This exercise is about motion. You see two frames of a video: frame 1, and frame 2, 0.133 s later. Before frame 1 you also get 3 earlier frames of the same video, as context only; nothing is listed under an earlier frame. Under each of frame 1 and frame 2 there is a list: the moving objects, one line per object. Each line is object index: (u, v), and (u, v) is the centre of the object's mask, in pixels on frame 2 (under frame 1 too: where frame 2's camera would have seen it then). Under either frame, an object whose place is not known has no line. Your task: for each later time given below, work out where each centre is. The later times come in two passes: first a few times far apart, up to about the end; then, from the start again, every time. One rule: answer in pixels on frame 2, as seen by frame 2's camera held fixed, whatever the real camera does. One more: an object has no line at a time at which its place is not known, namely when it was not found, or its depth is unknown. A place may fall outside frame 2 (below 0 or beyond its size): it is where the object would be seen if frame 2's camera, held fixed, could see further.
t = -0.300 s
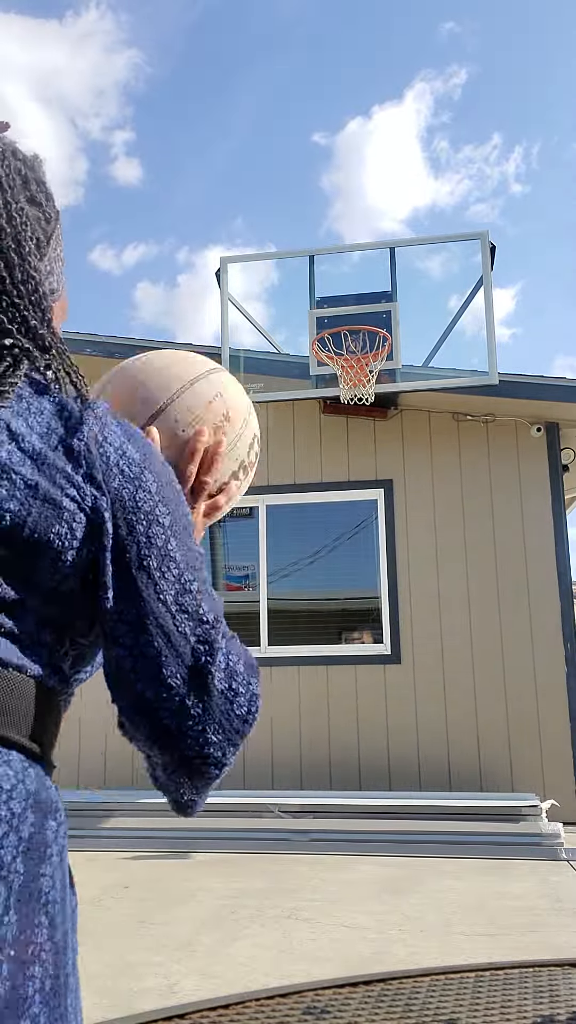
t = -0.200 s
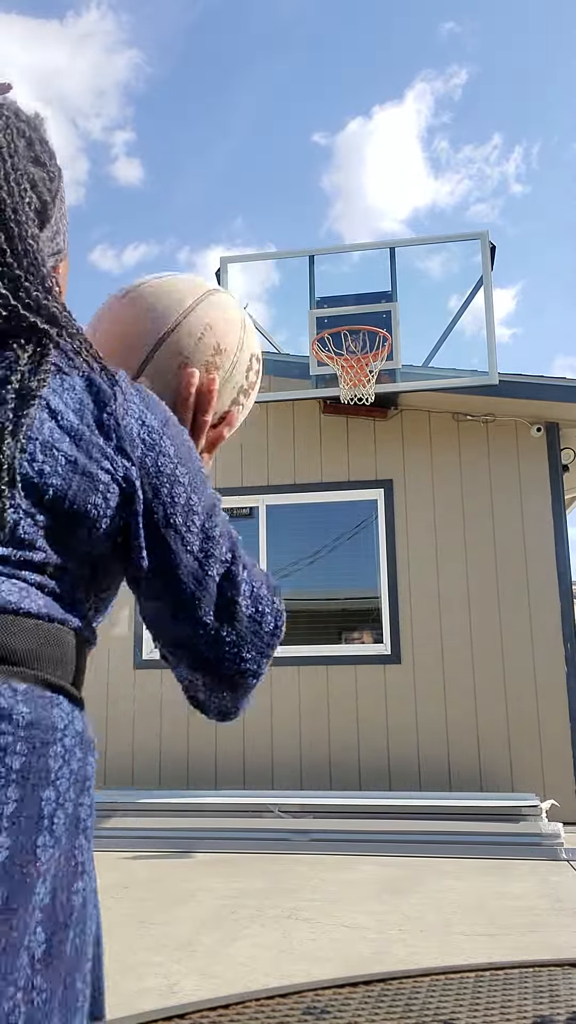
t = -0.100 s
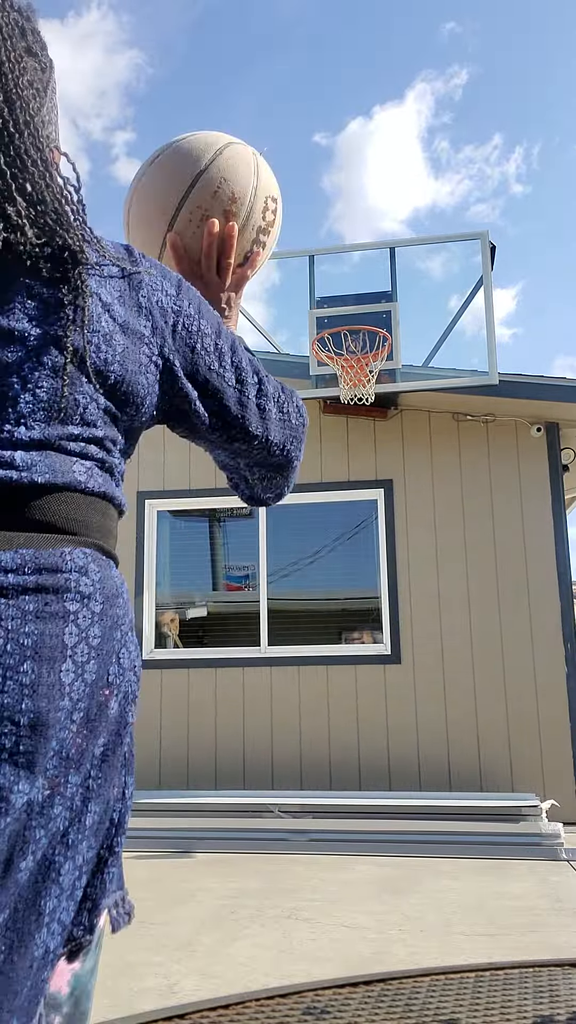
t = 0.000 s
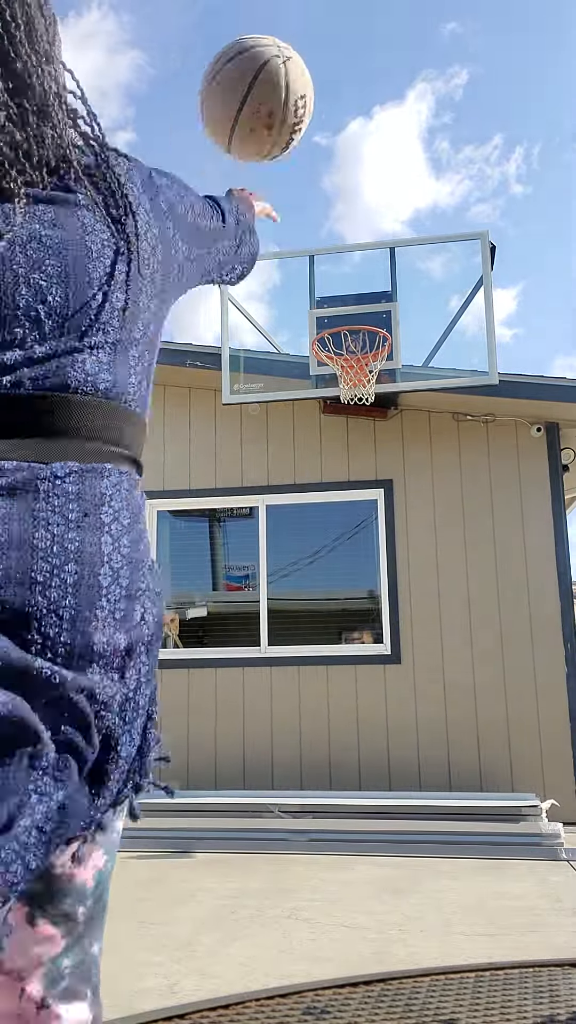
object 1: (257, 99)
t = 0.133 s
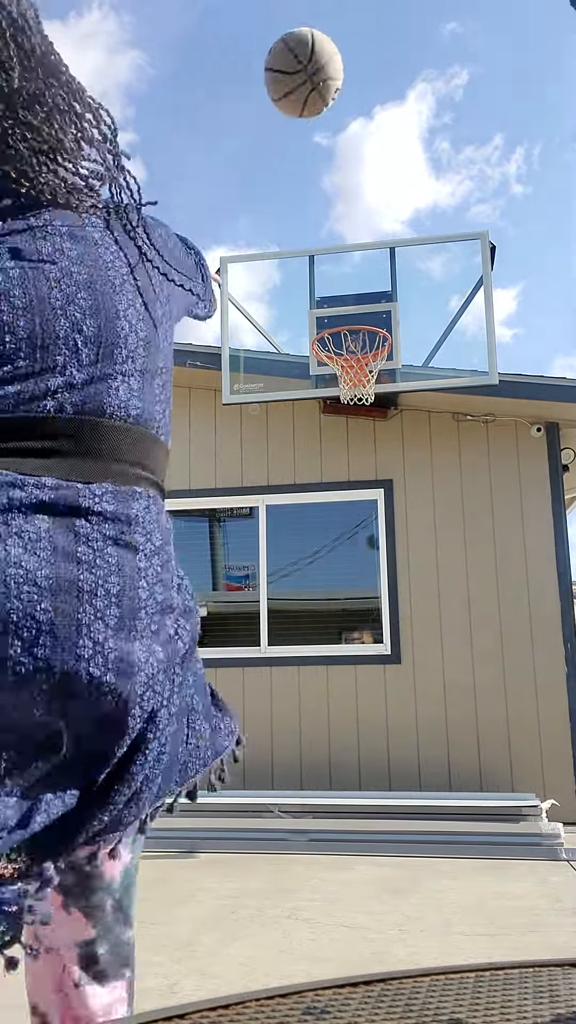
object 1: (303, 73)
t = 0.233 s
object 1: (323, 92)
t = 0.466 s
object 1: (350, 189)
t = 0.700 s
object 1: (371, 322)
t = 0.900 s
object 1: (311, 322)
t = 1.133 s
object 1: (245, 326)
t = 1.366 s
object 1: (177, 410)
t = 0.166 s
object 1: (311, 77)
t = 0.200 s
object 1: (317, 83)
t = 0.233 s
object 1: (323, 92)
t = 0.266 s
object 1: (328, 102)
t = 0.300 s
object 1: (333, 113)
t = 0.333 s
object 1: (336, 126)
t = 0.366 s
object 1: (340, 140)
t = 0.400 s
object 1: (343, 156)
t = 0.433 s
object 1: (346, 173)
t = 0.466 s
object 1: (350, 189)
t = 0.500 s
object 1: (353, 206)
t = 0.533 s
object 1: (356, 225)
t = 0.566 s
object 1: (360, 243)
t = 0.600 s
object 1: (363, 261)
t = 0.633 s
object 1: (366, 282)
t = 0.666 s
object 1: (369, 302)
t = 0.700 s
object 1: (371, 322)
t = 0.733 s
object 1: (369, 338)
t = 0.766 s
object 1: (358, 342)
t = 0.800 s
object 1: (343, 339)
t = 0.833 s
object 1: (331, 336)
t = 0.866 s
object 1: (320, 328)
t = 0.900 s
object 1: (311, 322)
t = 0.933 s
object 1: (302, 318)
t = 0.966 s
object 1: (293, 315)
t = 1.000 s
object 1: (284, 314)
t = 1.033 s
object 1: (275, 314)
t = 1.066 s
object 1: (265, 316)
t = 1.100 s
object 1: (255, 320)
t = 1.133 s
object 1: (245, 326)
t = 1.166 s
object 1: (236, 332)
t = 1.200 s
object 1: (226, 342)
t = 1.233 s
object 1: (217, 351)
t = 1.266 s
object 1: (207, 364)
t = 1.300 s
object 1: (197, 377)
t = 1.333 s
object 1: (187, 393)
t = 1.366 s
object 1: (177, 410)
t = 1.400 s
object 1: (166, 430)
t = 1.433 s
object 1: (155, 454)
